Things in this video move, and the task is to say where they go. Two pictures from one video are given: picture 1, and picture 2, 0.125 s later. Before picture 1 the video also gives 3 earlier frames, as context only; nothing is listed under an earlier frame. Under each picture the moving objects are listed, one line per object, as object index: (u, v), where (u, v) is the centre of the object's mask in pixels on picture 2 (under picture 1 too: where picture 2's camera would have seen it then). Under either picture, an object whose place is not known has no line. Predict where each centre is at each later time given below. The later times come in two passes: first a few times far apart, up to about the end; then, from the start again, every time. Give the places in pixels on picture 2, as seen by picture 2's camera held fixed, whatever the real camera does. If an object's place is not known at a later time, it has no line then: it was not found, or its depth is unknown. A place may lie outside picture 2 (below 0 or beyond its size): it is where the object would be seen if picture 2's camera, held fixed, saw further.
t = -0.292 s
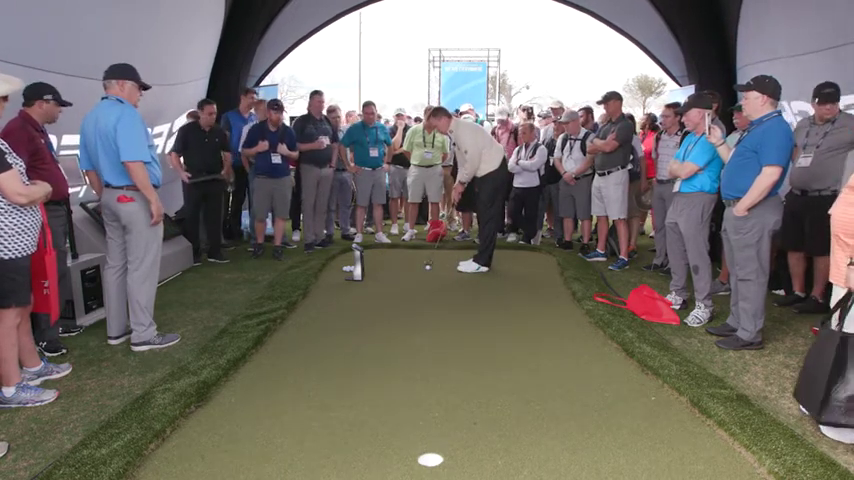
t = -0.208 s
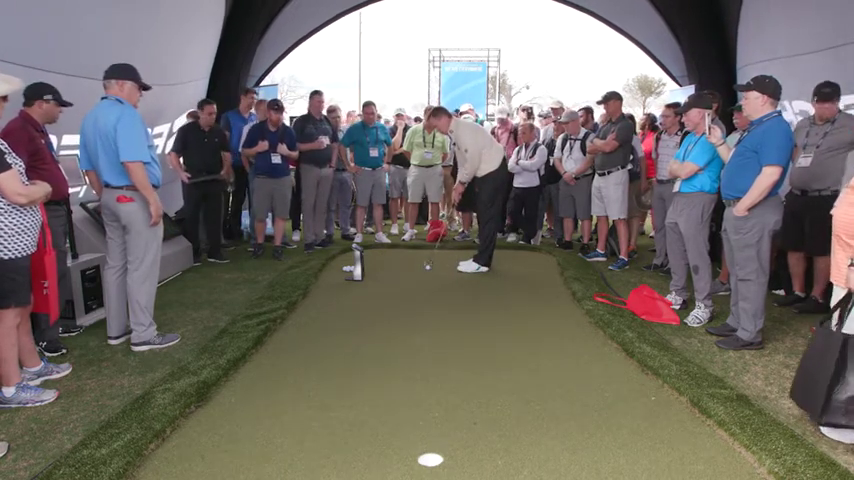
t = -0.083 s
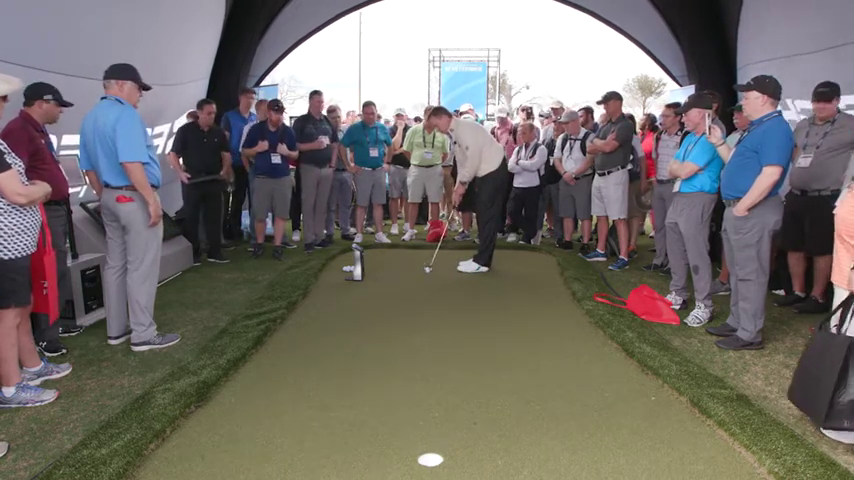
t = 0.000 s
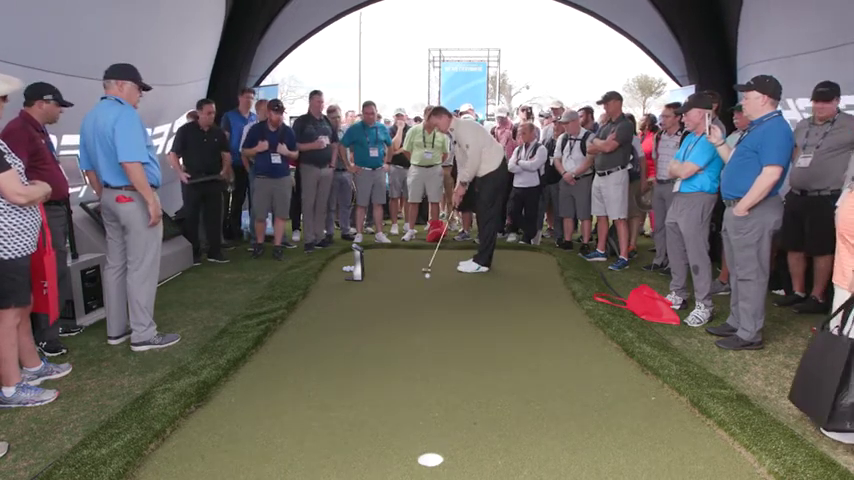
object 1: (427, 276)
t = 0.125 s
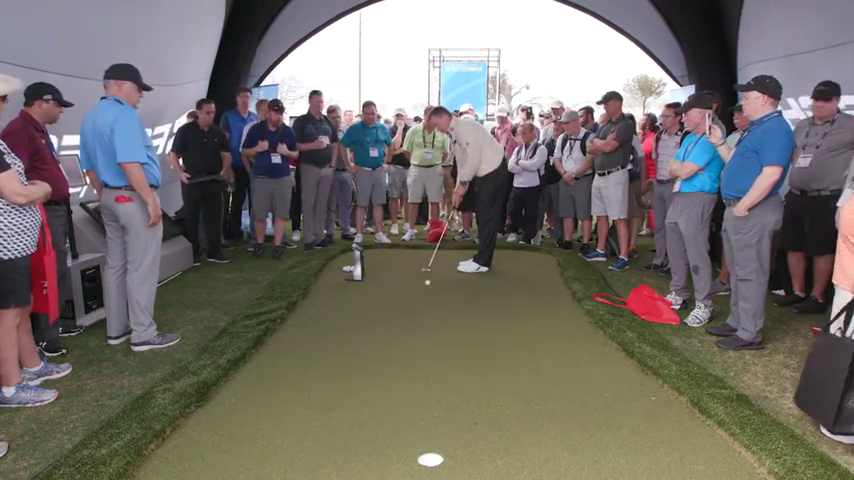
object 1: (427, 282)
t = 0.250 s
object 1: (428, 289)
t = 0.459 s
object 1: (428, 299)
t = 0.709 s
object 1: (428, 313)
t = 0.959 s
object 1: (429, 327)
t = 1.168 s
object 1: (430, 340)
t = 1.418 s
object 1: (431, 357)
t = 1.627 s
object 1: (430, 370)
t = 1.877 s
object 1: (427, 387)
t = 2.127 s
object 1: (423, 403)
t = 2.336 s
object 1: (419, 417)
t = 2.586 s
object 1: (414, 432)
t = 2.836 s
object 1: (410, 446)
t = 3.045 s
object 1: (404, 455)
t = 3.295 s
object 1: (398, 465)
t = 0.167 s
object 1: (427, 284)
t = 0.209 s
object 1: (427, 287)
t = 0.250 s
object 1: (428, 289)
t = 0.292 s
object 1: (428, 291)
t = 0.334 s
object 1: (428, 293)
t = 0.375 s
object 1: (428, 295)
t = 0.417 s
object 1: (428, 297)
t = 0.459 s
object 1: (428, 299)
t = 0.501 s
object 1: (428, 301)
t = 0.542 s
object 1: (428, 303)
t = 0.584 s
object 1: (428, 306)
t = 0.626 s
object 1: (428, 309)
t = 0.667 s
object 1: (428, 311)
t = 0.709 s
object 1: (428, 313)
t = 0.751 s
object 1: (428, 315)
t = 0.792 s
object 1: (429, 317)
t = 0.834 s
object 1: (429, 320)
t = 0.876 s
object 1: (429, 322)
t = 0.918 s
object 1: (429, 325)
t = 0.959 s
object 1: (429, 327)
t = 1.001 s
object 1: (430, 330)
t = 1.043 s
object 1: (430, 332)
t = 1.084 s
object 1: (430, 335)
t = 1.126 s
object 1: (430, 338)
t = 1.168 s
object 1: (430, 340)
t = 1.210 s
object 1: (430, 343)
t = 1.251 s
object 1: (430, 346)
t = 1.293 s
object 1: (431, 348)
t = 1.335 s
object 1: (431, 351)
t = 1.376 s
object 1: (430, 354)
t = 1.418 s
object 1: (431, 357)
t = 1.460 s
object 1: (430, 359)
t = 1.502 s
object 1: (430, 362)
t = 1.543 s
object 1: (430, 365)
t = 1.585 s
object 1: (430, 368)
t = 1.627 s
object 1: (430, 370)
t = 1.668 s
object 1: (430, 373)
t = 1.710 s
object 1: (429, 376)
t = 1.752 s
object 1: (428, 379)
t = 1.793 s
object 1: (428, 381)
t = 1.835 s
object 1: (427, 384)
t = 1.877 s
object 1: (427, 387)
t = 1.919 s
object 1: (426, 390)
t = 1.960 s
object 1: (426, 393)
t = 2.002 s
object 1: (425, 395)
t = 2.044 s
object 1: (424, 398)
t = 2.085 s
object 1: (424, 401)
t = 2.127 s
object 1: (423, 403)
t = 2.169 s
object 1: (422, 406)
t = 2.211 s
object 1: (421, 409)
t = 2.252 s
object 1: (421, 412)
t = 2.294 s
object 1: (420, 414)
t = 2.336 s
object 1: (419, 417)
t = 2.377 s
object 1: (418, 419)
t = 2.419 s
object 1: (417, 422)
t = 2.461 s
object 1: (416, 425)
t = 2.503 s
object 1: (416, 427)
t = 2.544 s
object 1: (415, 430)
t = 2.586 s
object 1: (414, 432)
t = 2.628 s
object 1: (414, 434)
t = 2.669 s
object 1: (413, 437)
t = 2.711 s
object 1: (412, 439)
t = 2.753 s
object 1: (412, 441)
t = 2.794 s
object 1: (411, 444)
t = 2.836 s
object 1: (410, 446)
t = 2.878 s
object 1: (409, 448)
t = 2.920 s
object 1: (407, 450)
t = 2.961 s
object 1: (406, 451)
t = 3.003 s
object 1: (405, 453)
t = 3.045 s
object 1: (404, 455)
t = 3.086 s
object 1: (403, 457)
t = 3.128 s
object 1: (402, 459)
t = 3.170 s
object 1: (401, 460)
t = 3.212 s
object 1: (400, 462)
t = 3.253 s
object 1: (399, 464)
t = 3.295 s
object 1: (398, 465)
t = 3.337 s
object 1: (397, 467)
